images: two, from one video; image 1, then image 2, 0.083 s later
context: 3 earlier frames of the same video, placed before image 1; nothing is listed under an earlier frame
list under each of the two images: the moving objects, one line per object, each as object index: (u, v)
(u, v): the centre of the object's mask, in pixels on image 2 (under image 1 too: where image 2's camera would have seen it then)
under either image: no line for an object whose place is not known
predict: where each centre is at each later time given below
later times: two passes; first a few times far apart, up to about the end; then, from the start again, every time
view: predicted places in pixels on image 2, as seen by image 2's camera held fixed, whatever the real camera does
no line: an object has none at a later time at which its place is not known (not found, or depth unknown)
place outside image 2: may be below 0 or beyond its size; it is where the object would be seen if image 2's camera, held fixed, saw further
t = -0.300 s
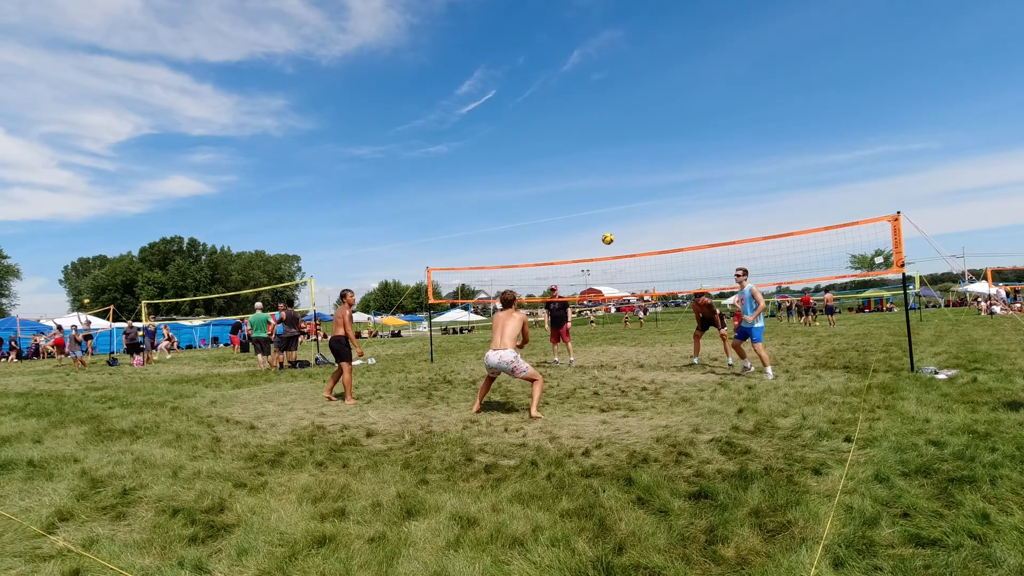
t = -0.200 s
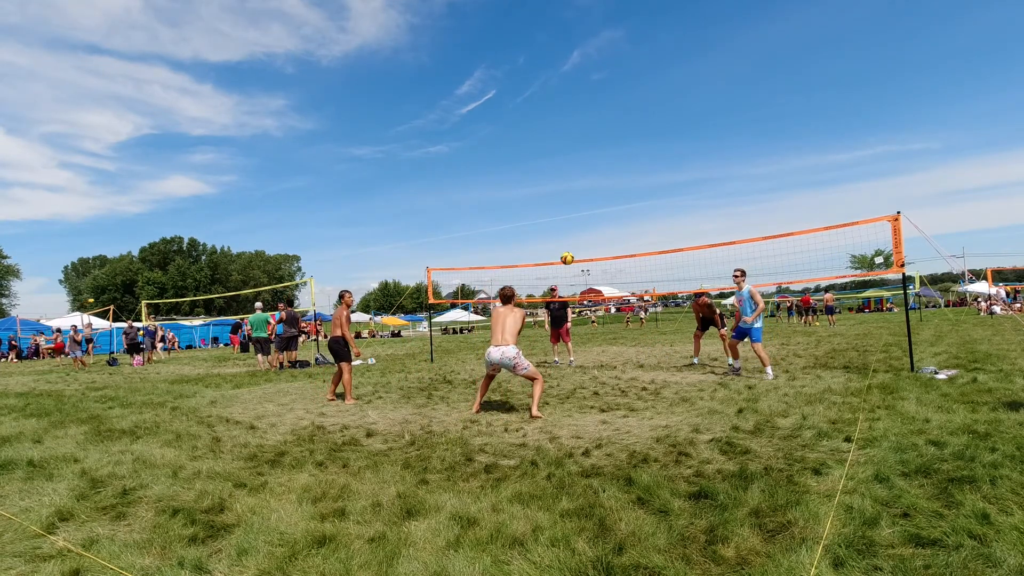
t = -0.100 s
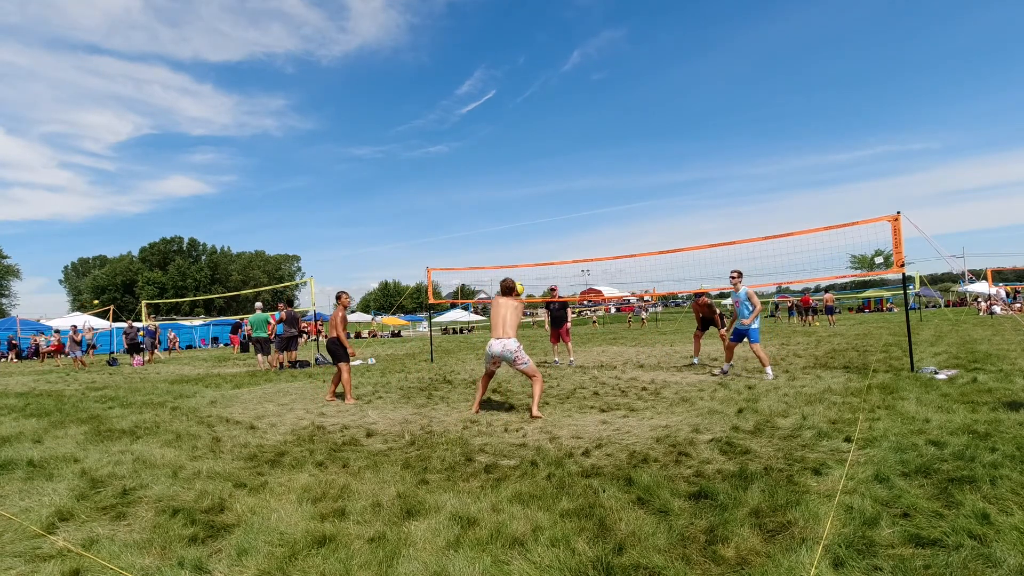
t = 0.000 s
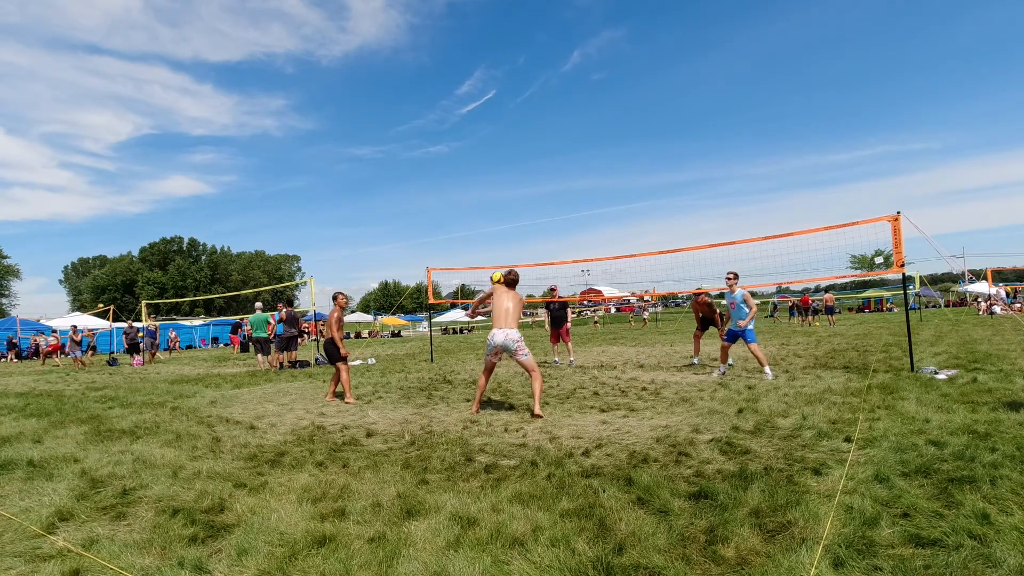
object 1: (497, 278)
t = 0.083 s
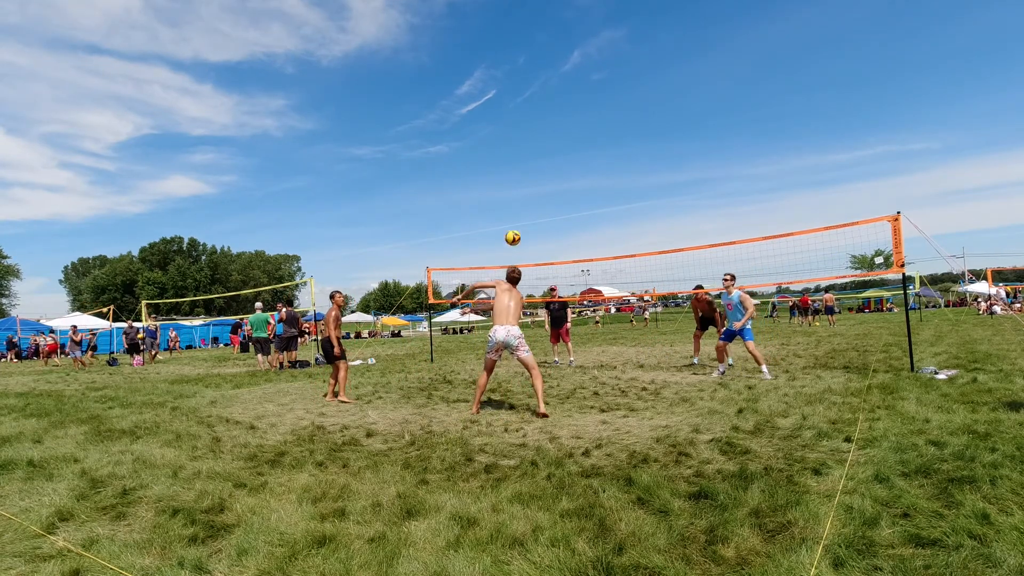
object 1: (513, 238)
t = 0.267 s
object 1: (544, 171)
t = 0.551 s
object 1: (590, 122)
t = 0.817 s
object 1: (629, 127)
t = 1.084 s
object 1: (666, 173)
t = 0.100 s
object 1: (516, 230)
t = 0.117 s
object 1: (518, 223)
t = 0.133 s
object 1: (521, 217)
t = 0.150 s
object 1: (524, 210)
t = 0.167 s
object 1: (528, 204)
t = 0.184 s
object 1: (530, 197)
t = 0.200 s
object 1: (533, 192)
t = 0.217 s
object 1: (536, 186)
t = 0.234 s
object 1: (539, 181)
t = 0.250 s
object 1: (542, 176)
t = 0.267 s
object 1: (544, 171)
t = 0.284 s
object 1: (547, 166)
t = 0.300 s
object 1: (550, 162)
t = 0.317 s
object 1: (553, 157)
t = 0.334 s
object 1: (556, 154)
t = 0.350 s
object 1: (558, 150)
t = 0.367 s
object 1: (561, 147)
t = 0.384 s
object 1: (564, 143)
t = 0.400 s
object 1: (566, 140)
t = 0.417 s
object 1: (569, 137)
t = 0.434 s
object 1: (572, 135)
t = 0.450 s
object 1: (574, 132)
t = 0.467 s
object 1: (577, 130)
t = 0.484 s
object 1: (580, 128)
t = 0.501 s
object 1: (582, 126)
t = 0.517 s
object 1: (585, 124)
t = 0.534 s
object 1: (587, 123)
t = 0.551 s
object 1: (590, 122)
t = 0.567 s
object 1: (593, 121)
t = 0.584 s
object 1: (595, 120)
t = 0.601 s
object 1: (598, 119)
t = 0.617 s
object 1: (600, 119)
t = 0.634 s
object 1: (603, 118)
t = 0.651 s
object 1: (605, 118)
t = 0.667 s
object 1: (608, 118)
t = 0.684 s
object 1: (610, 119)
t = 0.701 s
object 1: (613, 119)
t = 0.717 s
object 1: (615, 119)
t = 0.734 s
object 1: (617, 120)
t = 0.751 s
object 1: (620, 121)
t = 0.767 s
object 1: (622, 122)
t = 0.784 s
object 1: (625, 124)
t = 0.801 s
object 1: (627, 125)
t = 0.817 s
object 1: (629, 127)
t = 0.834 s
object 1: (632, 129)
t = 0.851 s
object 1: (634, 131)
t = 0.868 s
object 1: (637, 132)
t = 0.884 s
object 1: (639, 135)
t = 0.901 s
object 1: (641, 137)
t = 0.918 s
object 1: (643, 140)
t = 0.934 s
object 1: (646, 142)
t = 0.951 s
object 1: (648, 145)
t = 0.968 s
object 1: (650, 148)
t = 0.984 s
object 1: (653, 151)
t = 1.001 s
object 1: (655, 155)
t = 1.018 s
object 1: (657, 158)
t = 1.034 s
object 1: (659, 162)
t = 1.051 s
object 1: (661, 165)
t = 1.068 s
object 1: (663, 169)
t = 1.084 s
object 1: (666, 173)
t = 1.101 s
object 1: (667, 177)
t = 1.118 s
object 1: (670, 182)
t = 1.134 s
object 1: (672, 186)
